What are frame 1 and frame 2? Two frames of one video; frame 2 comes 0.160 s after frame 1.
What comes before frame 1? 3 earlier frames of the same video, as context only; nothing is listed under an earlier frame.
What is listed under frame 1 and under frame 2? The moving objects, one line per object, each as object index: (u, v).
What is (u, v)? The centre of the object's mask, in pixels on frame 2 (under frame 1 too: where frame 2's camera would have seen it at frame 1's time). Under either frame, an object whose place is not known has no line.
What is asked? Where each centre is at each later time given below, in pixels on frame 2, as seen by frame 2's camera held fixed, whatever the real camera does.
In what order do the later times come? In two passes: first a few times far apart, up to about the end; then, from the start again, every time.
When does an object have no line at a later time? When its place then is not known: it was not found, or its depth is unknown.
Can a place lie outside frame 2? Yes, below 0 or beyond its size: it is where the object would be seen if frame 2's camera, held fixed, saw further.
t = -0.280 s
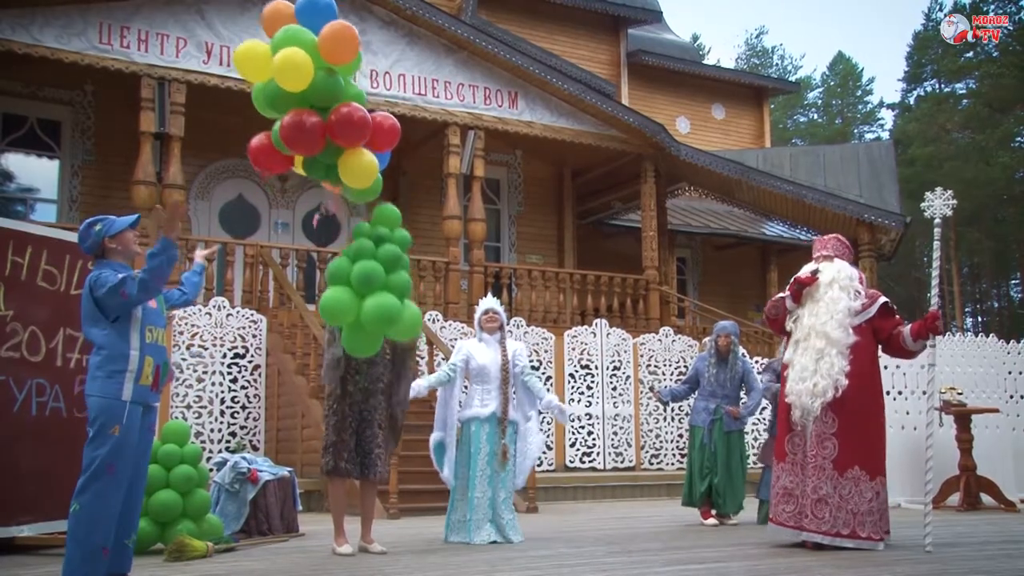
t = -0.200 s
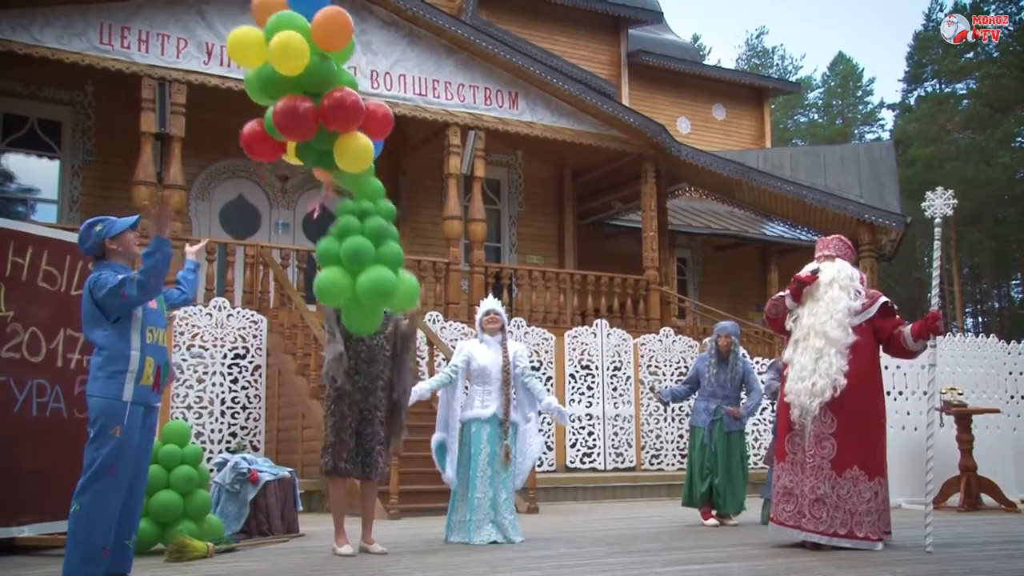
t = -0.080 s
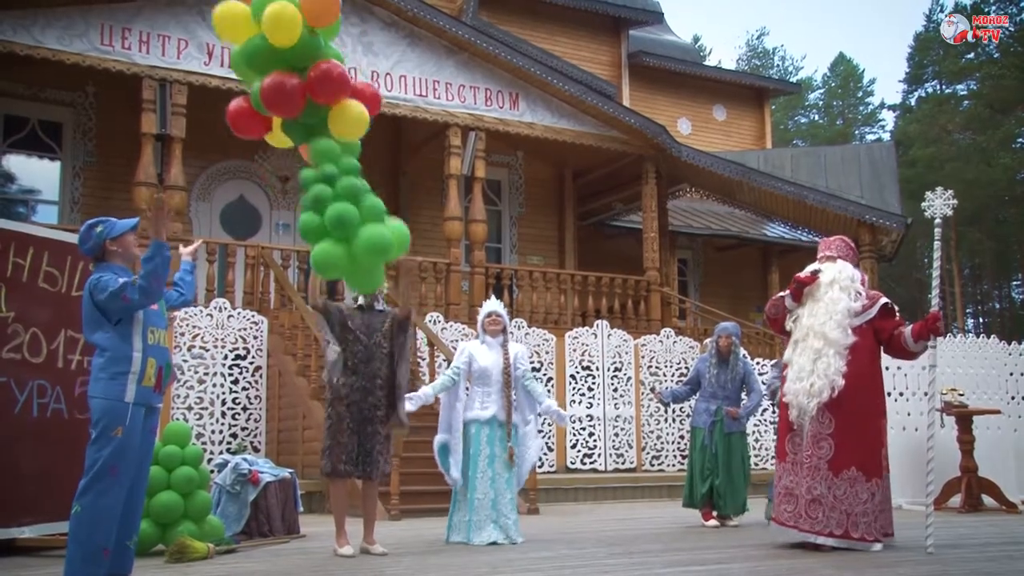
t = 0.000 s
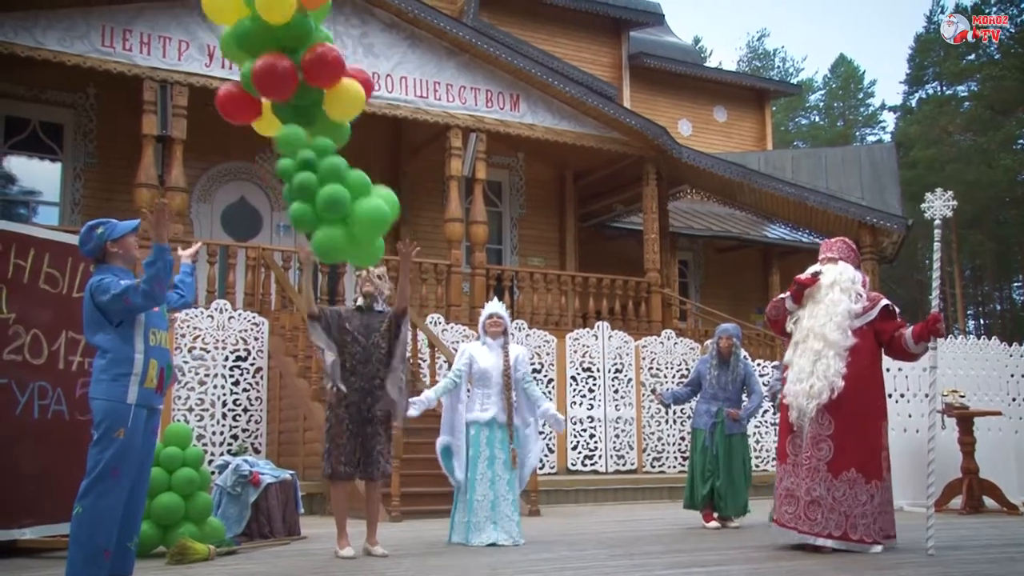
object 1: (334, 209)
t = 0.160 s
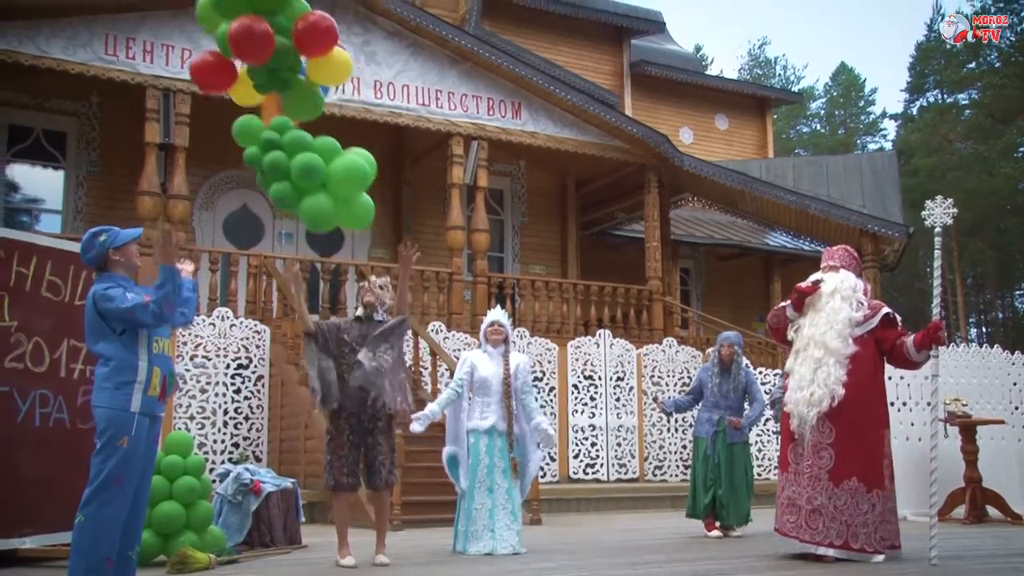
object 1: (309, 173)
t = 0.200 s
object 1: (304, 165)
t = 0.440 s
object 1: (268, 129)
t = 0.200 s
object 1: (304, 165)
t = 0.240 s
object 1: (298, 158)
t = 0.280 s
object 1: (293, 151)
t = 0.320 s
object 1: (287, 147)
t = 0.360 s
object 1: (281, 141)
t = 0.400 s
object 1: (275, 135)
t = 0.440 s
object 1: (268, 129)
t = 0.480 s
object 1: (260, 123)
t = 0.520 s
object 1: (251, 116)
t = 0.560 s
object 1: (240, 109)
